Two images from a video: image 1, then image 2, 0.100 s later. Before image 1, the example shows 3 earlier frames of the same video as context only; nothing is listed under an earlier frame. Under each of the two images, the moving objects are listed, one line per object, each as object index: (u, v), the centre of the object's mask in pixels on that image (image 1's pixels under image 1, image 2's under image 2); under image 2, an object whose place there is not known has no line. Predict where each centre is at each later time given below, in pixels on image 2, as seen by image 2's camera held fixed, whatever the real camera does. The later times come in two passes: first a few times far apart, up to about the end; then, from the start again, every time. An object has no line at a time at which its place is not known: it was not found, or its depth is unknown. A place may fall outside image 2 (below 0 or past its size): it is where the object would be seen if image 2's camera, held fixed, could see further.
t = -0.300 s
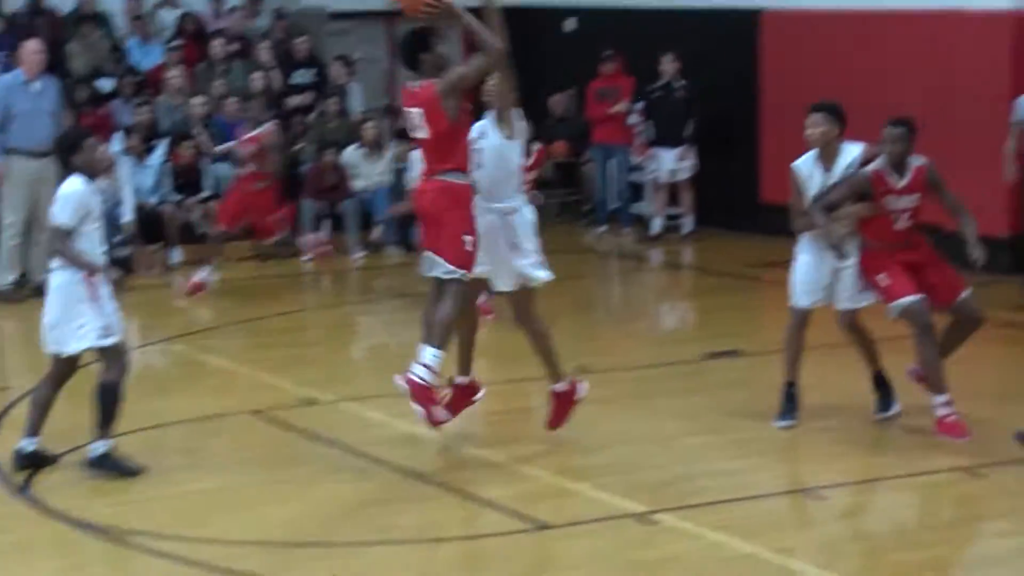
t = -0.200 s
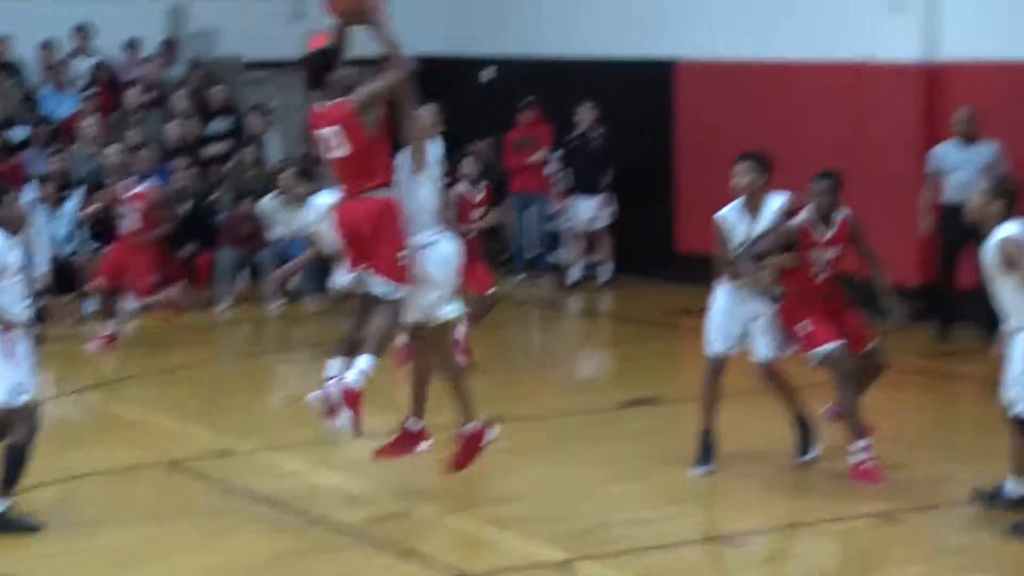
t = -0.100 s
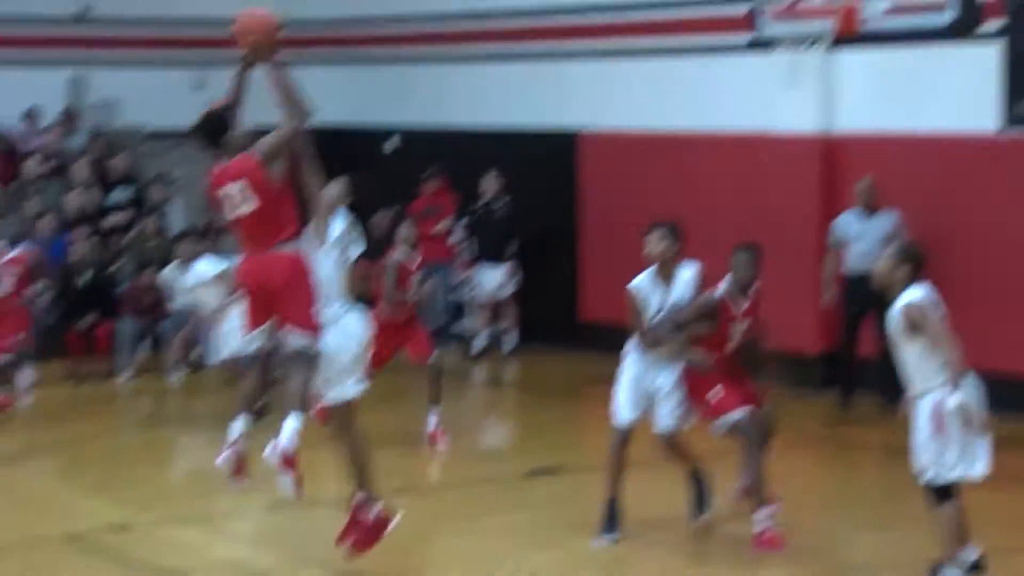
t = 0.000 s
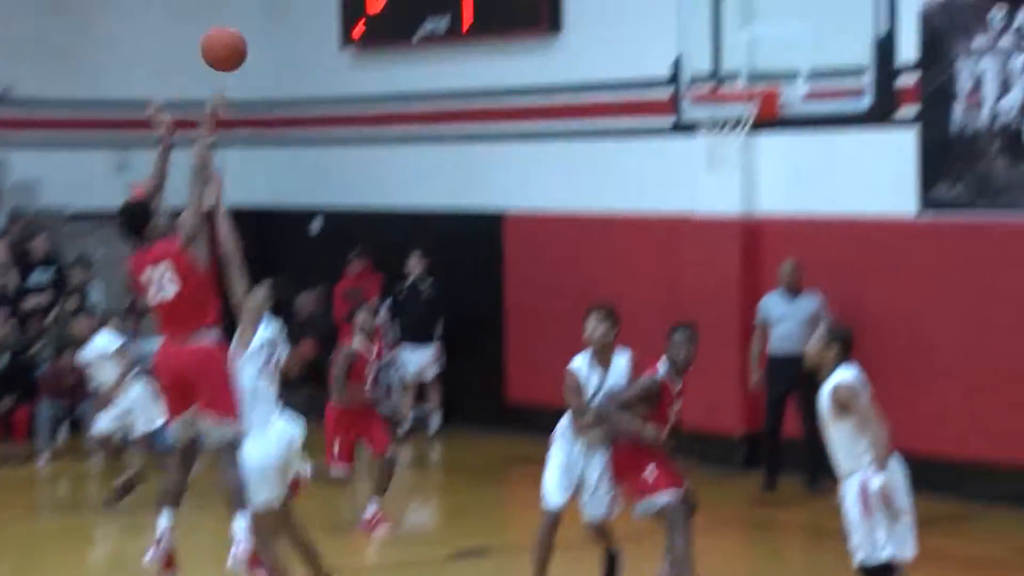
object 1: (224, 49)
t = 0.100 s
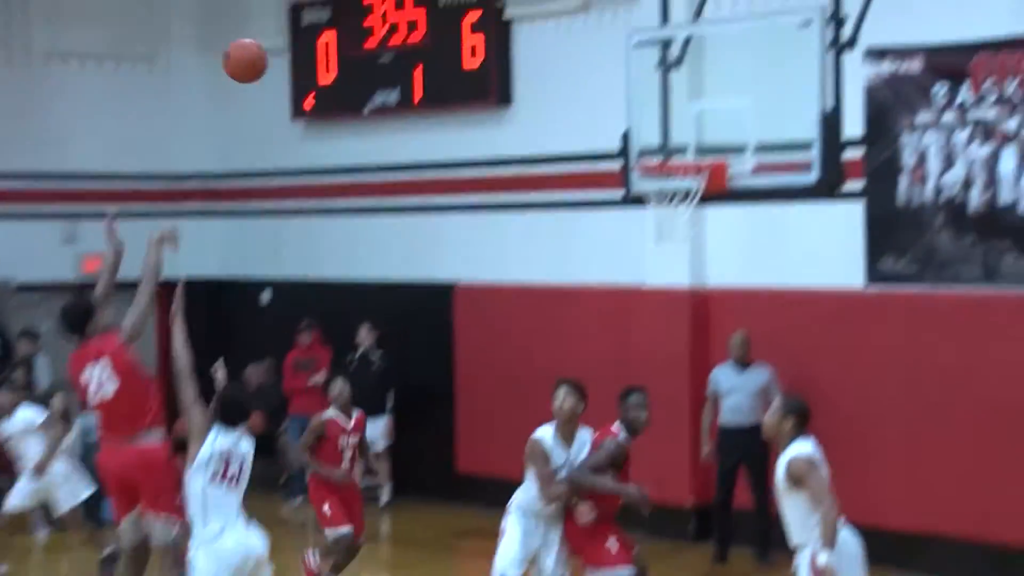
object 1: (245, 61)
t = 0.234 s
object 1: (335, 12)
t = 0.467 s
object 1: (481, 4)
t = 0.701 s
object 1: (615, 82)
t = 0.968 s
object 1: (659, 200)
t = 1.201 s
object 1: (649, 275)
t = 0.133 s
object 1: (268, 44)
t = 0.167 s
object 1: (291, 32)
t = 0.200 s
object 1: (312, 20)
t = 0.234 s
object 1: (335, 12)
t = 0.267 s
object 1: (355, 6)
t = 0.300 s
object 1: (377, 1)
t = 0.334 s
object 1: (399, -3)
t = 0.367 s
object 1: (420, -4)
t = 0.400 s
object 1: (440, -2)
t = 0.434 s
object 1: (460, -1)
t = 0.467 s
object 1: (481, 4)
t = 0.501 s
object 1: (499, 10)
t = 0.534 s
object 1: (519, 17)
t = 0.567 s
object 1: (540, 29)
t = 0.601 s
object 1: (557, 40)
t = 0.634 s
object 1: (576, 52)
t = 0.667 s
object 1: (596, 66)
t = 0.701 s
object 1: (615, 82)
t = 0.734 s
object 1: (633, 100)
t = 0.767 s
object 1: (649, 119)
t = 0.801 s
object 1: (666, 141)
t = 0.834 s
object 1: (683, 156)
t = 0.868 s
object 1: (677, 168)
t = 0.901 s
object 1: (667, 183)
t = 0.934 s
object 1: (661, 186)
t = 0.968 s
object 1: (659, 200)
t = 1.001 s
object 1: (657, 207)
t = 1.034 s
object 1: (655, 214)
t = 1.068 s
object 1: (654, 226)
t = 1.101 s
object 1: (653, 237)
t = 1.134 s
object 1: (653, 246)
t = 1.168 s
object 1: (651, 259)
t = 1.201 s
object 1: (649, 275)
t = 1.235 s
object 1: (648, 291)
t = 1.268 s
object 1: (647, 310)
